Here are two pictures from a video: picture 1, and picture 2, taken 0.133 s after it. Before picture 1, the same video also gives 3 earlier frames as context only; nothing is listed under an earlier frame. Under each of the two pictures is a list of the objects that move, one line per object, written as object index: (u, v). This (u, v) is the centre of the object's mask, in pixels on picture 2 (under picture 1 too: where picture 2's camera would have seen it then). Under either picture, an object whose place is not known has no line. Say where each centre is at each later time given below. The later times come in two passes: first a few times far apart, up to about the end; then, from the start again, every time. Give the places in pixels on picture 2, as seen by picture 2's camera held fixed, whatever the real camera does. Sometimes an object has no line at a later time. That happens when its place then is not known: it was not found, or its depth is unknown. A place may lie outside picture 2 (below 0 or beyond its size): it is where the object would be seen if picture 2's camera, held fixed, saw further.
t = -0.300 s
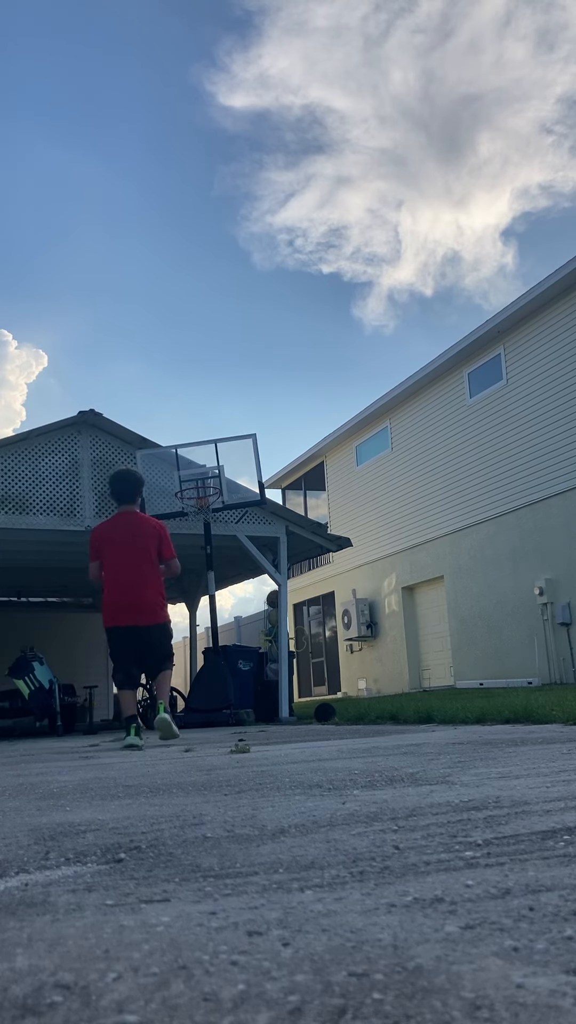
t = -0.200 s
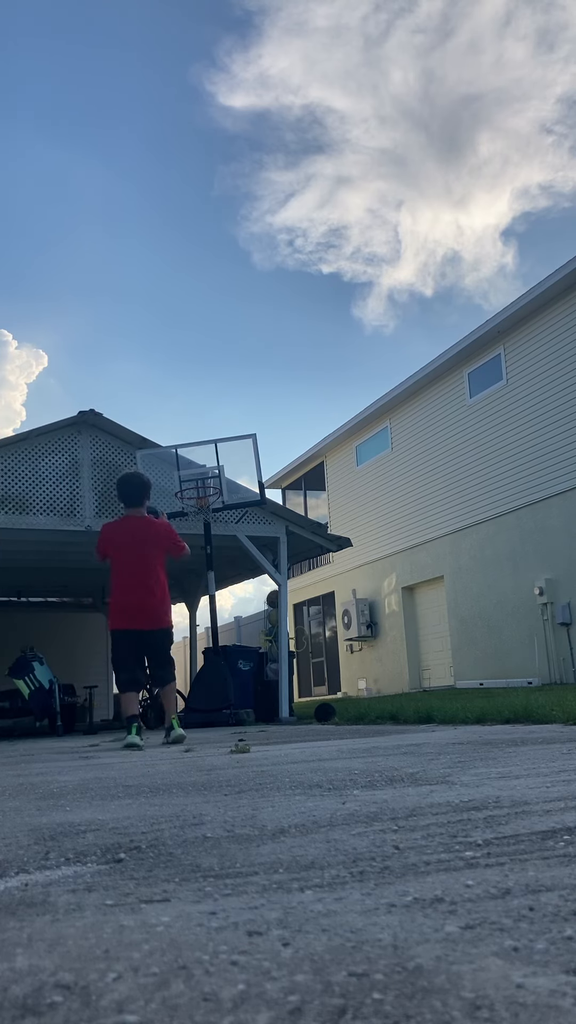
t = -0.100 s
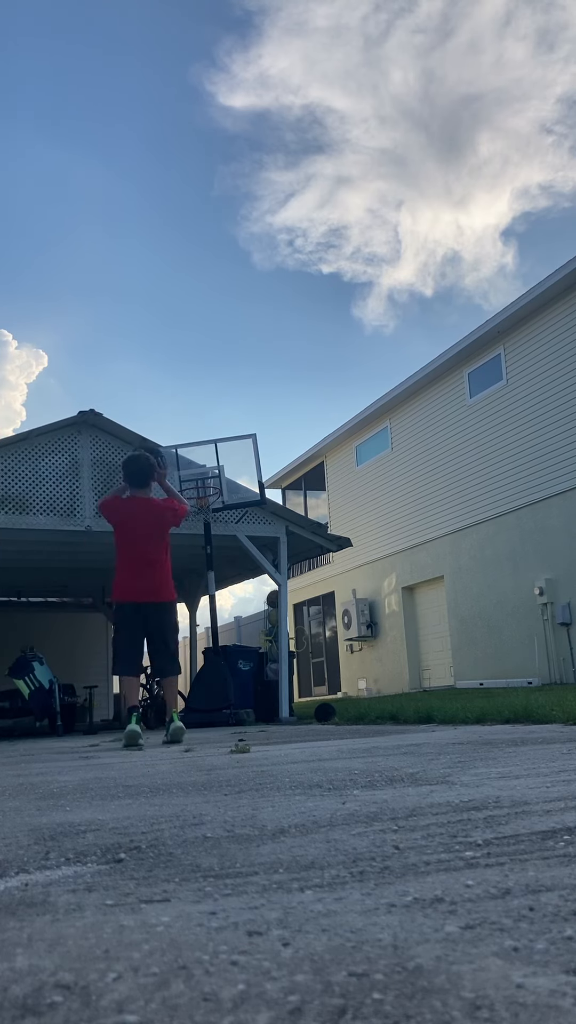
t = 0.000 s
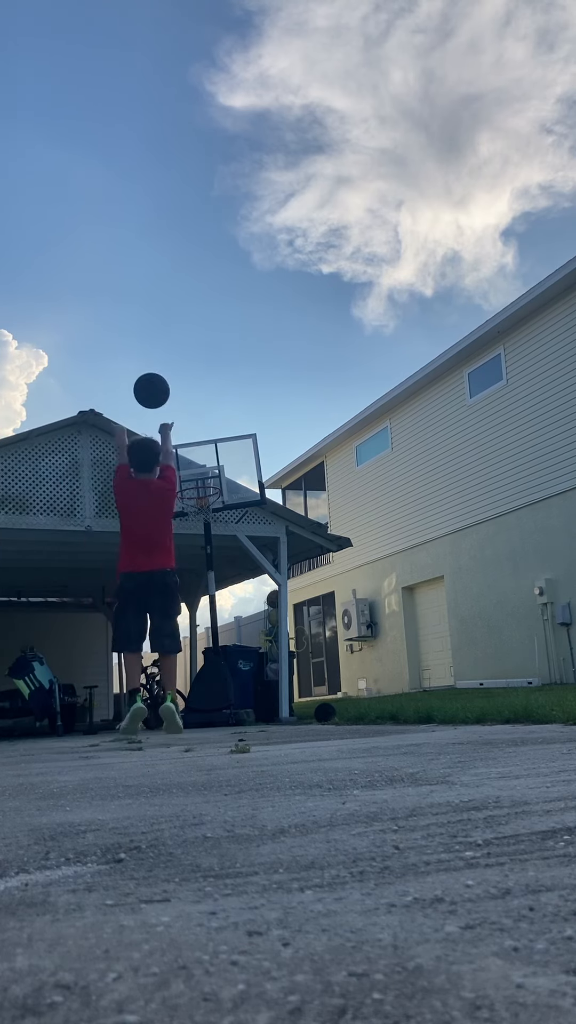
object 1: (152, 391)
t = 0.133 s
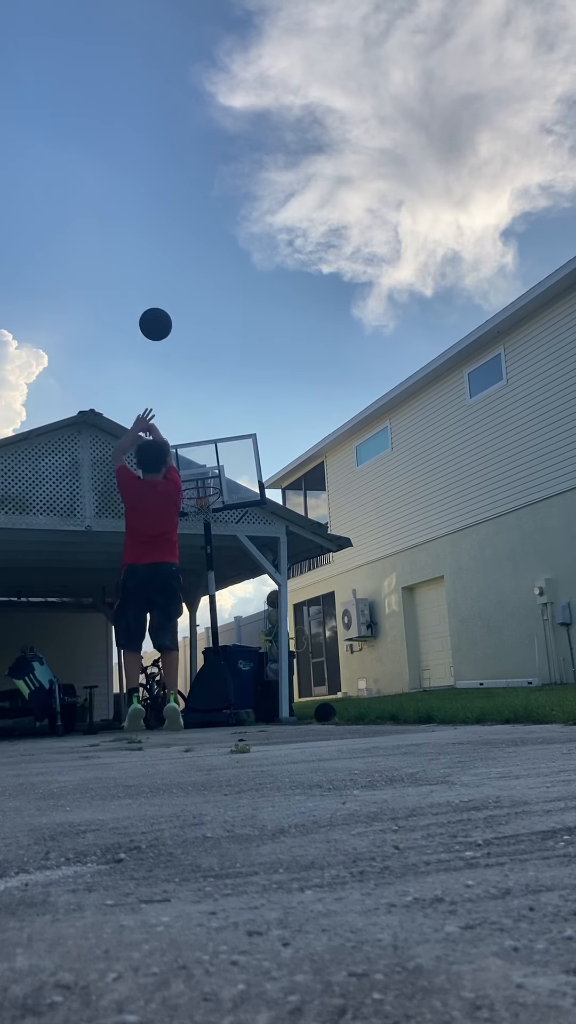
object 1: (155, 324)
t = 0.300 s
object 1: (161, 285)
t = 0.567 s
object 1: (170, 295)
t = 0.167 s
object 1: (157, 313)
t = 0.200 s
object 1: (158, 303)
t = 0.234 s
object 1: (159, 296)
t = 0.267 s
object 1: (160, 290)
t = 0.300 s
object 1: (161, 285)
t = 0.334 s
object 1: (162, 282)
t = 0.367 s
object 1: (163, 280)
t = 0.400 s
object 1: (164, 280)
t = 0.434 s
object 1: (166, 281)
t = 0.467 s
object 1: (167, 283)
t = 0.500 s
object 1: (168, 286)
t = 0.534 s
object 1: (169, 290)
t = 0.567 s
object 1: (170, 295)
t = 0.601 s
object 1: (171, 301)
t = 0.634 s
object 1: (173, 308)
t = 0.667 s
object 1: (174, 316)
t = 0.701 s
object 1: (175, 326)
